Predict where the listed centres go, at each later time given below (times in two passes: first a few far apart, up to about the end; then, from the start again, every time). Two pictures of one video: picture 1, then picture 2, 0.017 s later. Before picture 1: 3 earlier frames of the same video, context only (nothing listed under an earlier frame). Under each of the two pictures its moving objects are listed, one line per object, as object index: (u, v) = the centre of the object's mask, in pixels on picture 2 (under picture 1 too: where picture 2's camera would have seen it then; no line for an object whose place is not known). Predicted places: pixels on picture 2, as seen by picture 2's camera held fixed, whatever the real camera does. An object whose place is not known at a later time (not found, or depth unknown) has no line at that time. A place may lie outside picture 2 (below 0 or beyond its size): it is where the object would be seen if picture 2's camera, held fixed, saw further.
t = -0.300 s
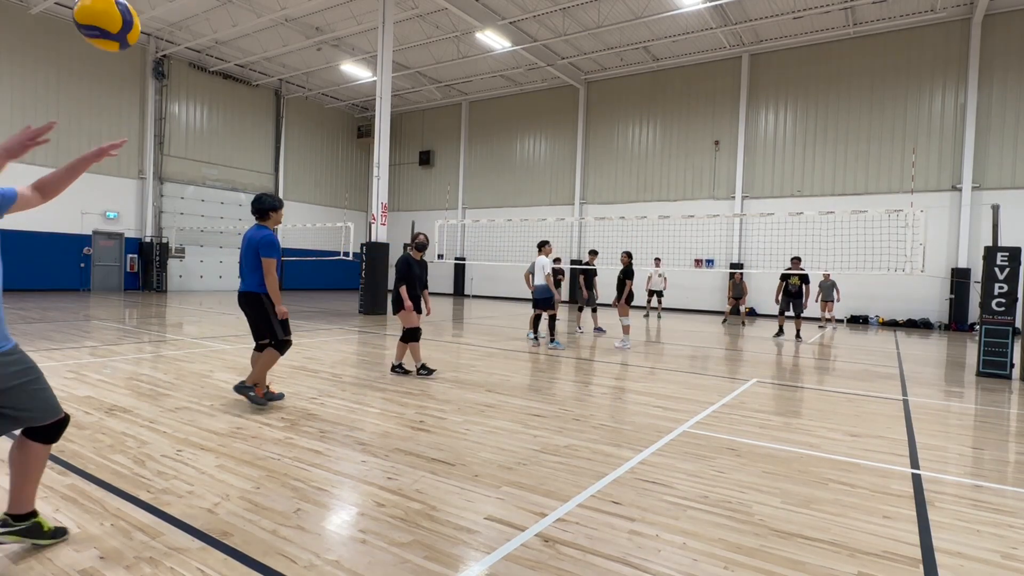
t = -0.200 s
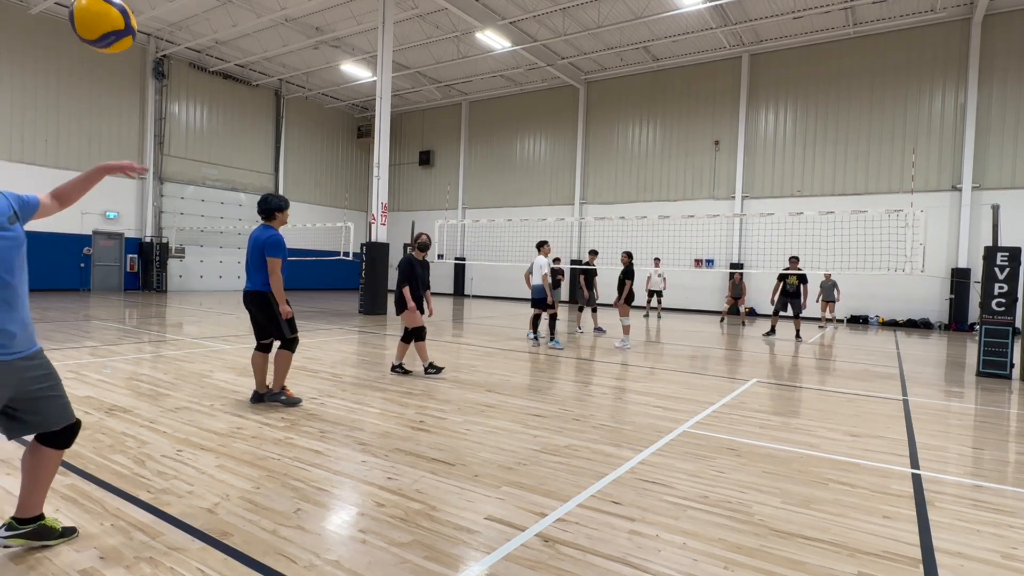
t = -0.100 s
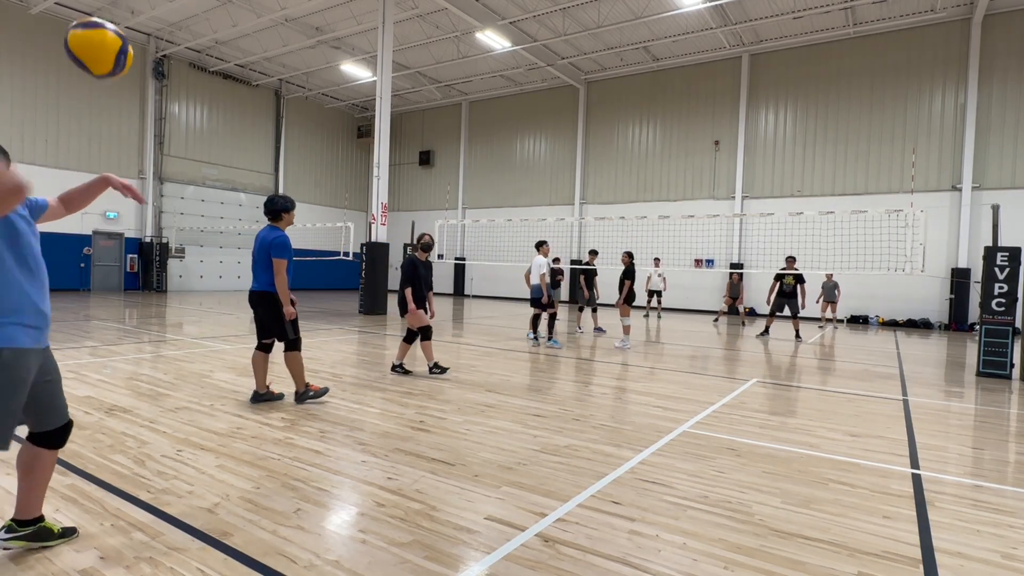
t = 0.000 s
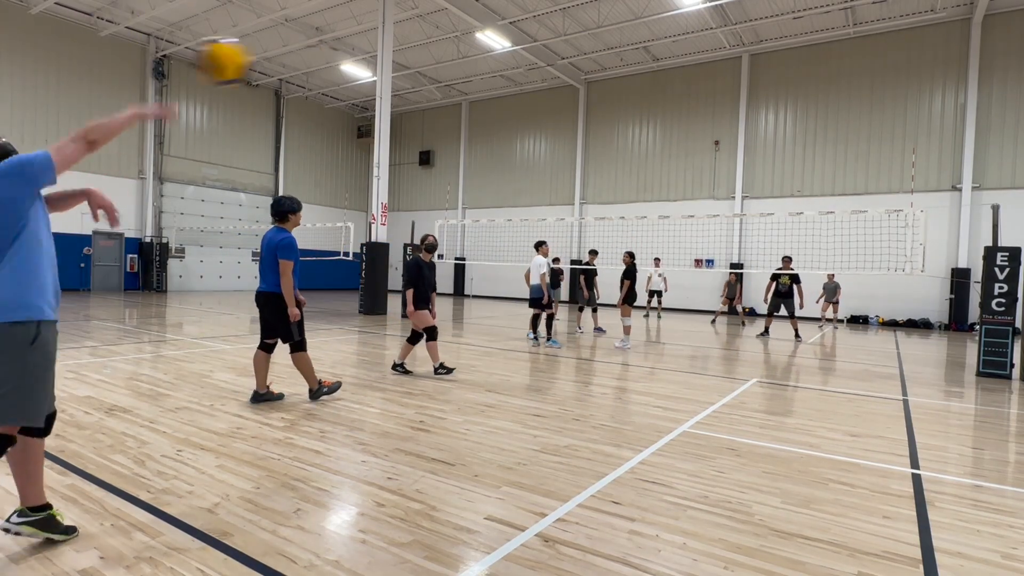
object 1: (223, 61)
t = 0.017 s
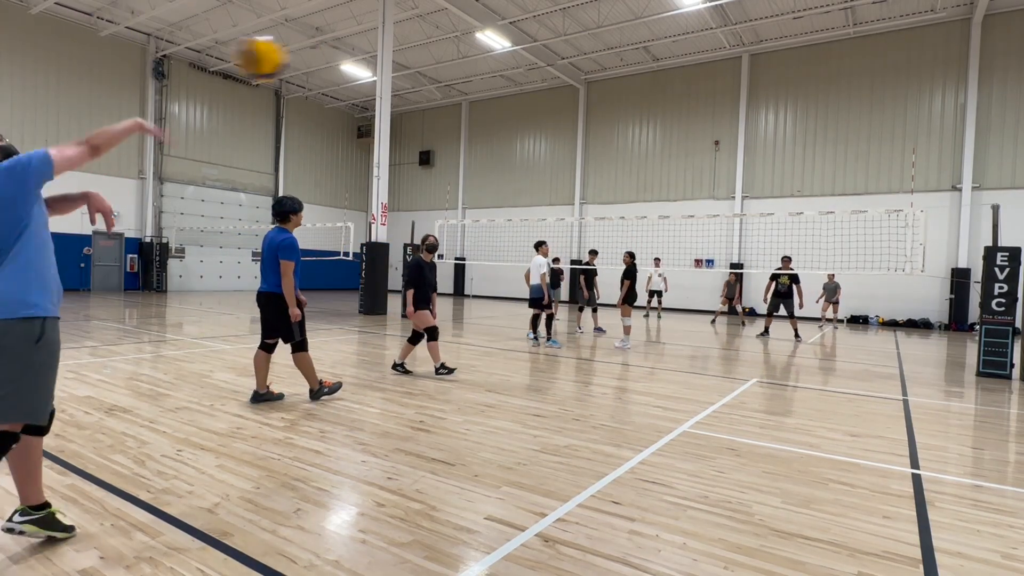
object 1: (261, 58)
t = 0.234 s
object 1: (517, 64)
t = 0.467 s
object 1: (615, 108)
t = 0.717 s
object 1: (663, 169)
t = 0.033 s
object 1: (294, 55)
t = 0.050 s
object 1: (324, 54)
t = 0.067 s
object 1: (352, 52)
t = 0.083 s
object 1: (373, 52)
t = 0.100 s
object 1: (398, 52)
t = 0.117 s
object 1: (417, 53)
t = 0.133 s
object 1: (435, 53)
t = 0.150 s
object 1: (452, 55)
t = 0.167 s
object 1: (467, 56)
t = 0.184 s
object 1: (481, 58)
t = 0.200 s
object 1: (494, 60)
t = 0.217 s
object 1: (506, 62)
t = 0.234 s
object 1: (517, 64)
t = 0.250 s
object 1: (527, 66)
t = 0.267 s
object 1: (537, 69)
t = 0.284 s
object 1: (546, 72)
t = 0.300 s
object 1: (554, 75)
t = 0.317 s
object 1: (561, 78)
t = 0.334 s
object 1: (569, 81)
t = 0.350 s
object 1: (577, 84)
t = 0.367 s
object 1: (583, 87)
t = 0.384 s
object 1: (590, 90)
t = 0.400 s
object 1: (595, 94)
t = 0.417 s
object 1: (600, 97)
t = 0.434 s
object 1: (605, 101)
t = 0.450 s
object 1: (610, 105)
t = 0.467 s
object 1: (615, 108)
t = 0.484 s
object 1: (619, 112)
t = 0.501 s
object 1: (624, 116)
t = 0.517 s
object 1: (627, 120)
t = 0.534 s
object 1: (631, 124)
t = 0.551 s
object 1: (635, 128)
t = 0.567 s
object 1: (639, 132)
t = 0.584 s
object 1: (642, 136)
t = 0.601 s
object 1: (645, 141)
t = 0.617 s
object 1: (648, 144)
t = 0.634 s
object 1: (650, 148)
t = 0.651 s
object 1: (654, 152)
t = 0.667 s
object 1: (656, 156)
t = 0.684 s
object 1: (659, 161)
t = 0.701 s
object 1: (661, 165)
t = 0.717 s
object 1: (663, 169)
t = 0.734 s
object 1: (665, 174)
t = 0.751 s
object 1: (667, 178)
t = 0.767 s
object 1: (669, 182)
